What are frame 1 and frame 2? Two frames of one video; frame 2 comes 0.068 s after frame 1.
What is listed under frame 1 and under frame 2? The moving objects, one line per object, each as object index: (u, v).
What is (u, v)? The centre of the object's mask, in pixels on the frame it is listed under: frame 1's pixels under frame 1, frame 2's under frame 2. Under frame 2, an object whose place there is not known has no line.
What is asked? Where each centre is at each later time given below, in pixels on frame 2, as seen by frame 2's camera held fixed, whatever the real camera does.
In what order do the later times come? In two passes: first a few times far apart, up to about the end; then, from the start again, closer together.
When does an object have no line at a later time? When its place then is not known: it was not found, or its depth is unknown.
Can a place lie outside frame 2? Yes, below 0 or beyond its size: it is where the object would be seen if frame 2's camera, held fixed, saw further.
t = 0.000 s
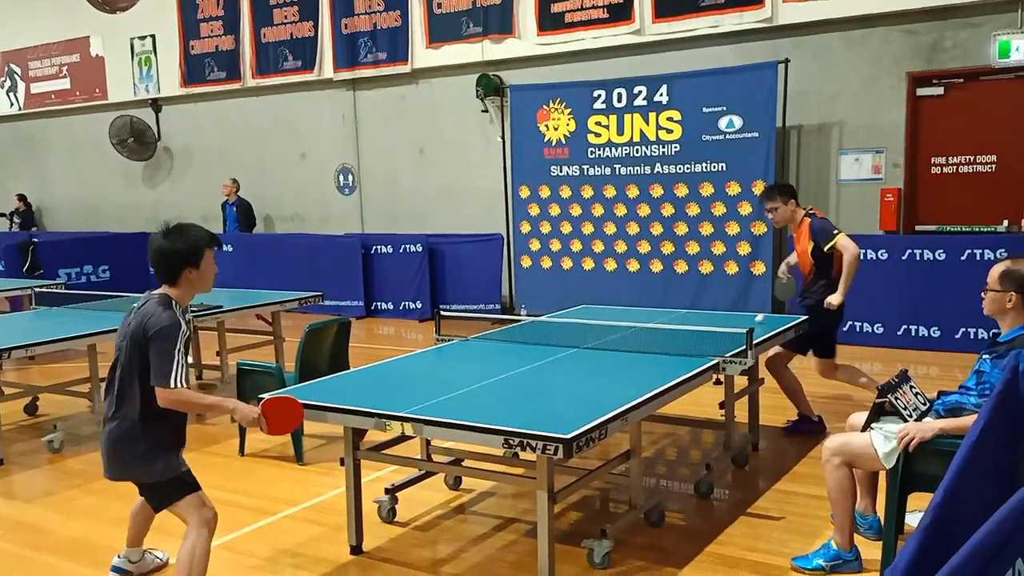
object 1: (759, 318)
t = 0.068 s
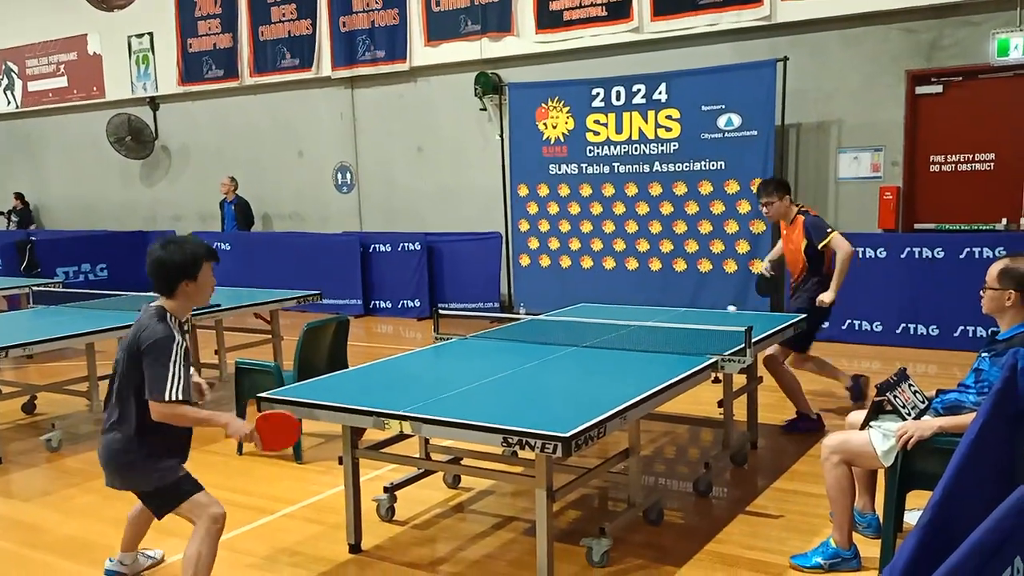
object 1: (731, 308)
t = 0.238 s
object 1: (653, 316)
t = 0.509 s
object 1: (499, 355)
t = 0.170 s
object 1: (687, 306)
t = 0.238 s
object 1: (653, 316)
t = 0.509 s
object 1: (499, 355)
